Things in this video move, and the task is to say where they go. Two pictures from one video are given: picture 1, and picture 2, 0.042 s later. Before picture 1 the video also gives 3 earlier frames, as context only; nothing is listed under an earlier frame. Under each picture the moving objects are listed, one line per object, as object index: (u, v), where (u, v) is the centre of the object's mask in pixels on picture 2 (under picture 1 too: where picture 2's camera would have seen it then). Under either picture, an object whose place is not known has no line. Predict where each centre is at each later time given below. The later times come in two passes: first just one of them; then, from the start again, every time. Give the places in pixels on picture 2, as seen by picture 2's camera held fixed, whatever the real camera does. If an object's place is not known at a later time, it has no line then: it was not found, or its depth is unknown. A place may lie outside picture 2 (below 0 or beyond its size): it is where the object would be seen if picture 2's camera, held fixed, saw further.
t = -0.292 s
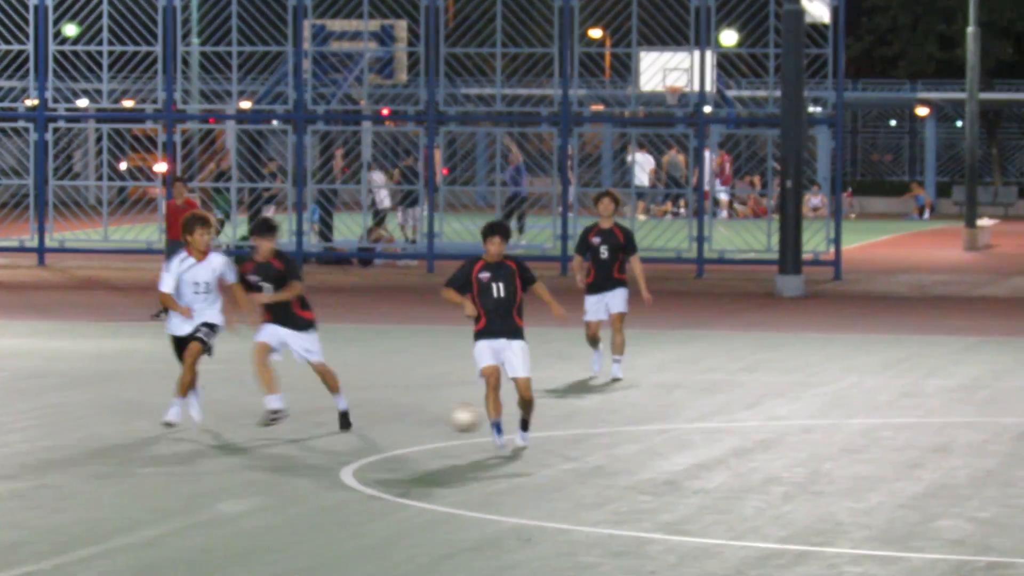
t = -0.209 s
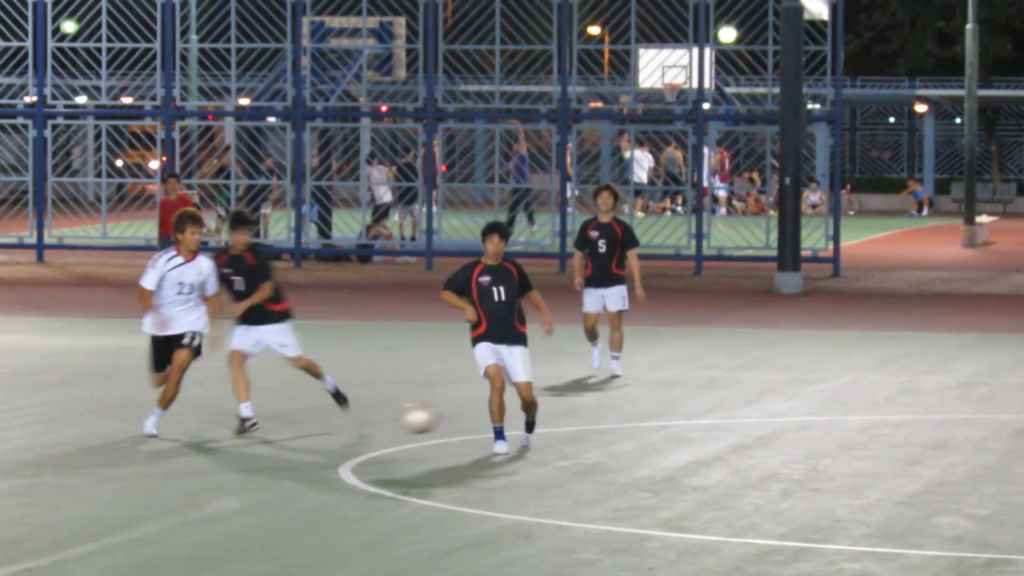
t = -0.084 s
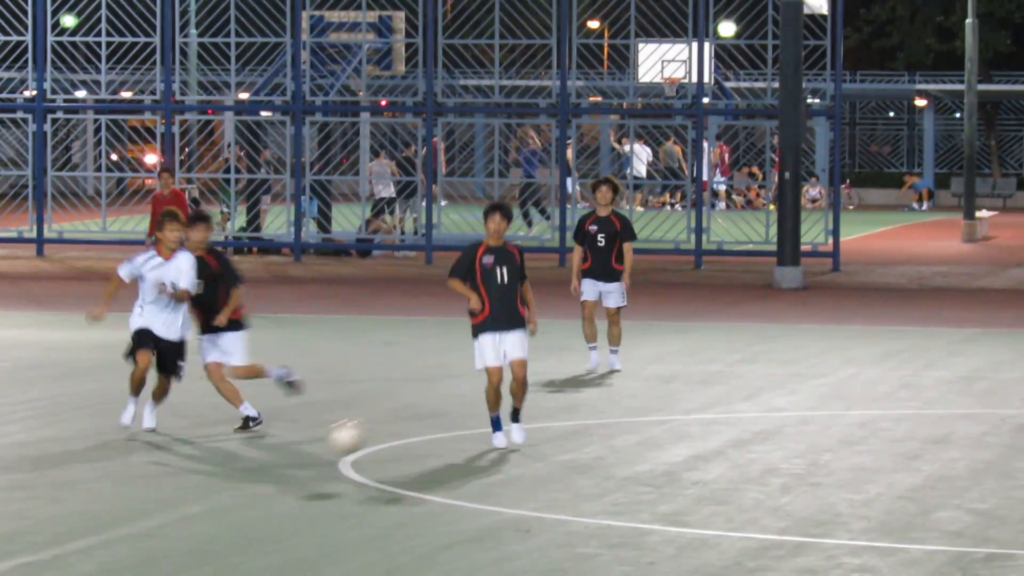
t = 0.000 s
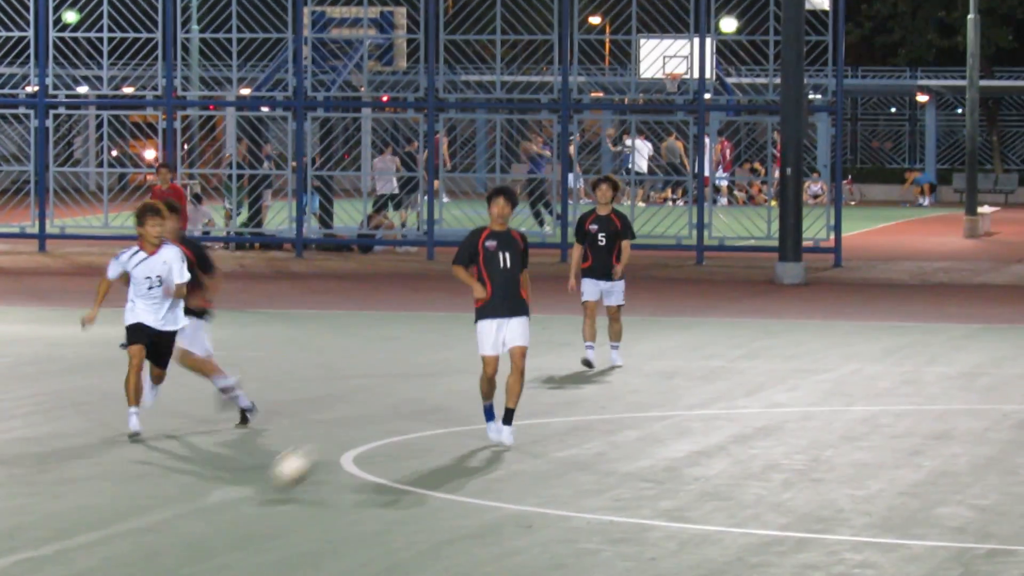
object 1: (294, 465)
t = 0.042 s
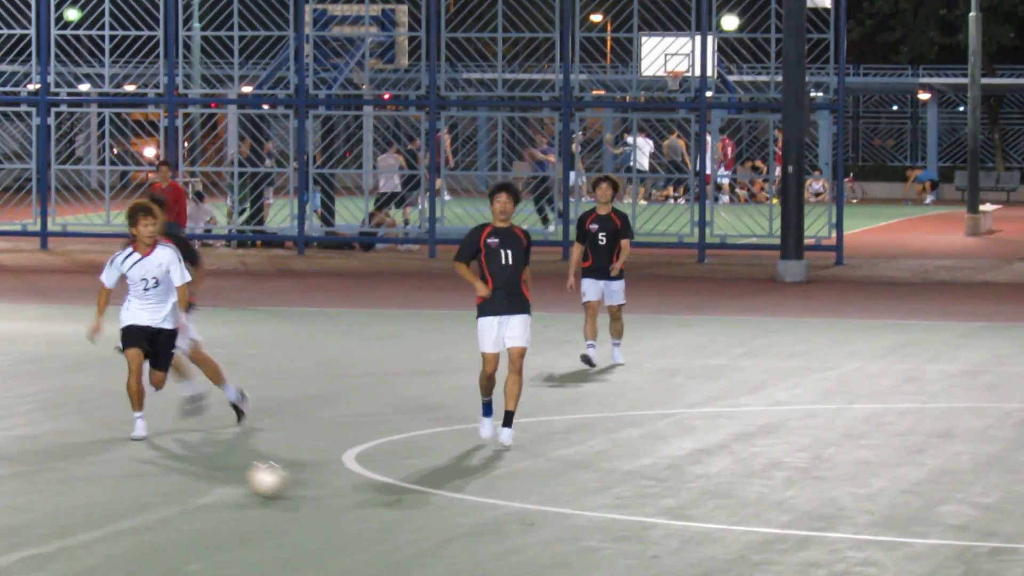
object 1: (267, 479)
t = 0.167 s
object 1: (200, 469)
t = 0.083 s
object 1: (244, 472)
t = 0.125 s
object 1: (224, 469)
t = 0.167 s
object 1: (200, 469)
